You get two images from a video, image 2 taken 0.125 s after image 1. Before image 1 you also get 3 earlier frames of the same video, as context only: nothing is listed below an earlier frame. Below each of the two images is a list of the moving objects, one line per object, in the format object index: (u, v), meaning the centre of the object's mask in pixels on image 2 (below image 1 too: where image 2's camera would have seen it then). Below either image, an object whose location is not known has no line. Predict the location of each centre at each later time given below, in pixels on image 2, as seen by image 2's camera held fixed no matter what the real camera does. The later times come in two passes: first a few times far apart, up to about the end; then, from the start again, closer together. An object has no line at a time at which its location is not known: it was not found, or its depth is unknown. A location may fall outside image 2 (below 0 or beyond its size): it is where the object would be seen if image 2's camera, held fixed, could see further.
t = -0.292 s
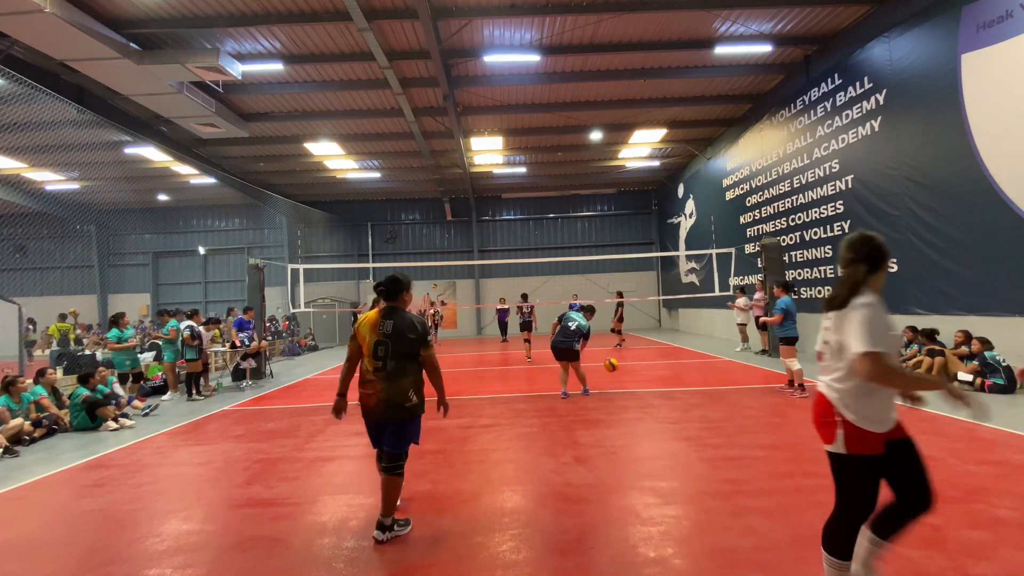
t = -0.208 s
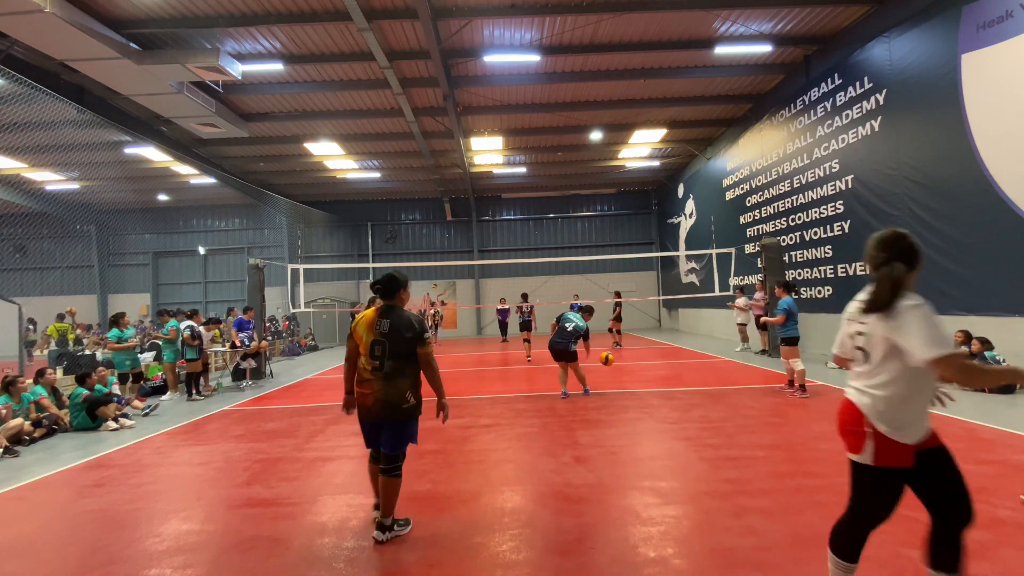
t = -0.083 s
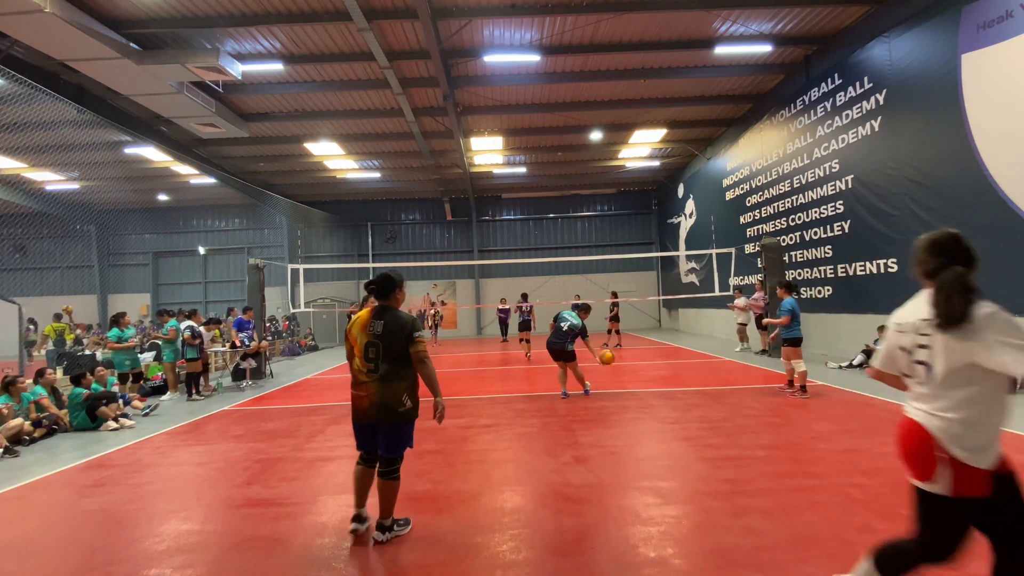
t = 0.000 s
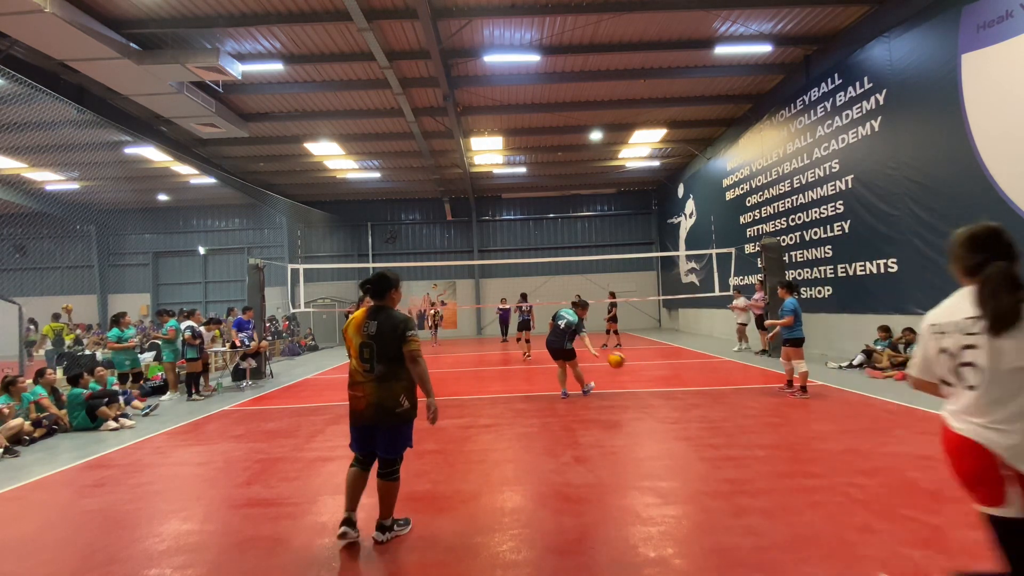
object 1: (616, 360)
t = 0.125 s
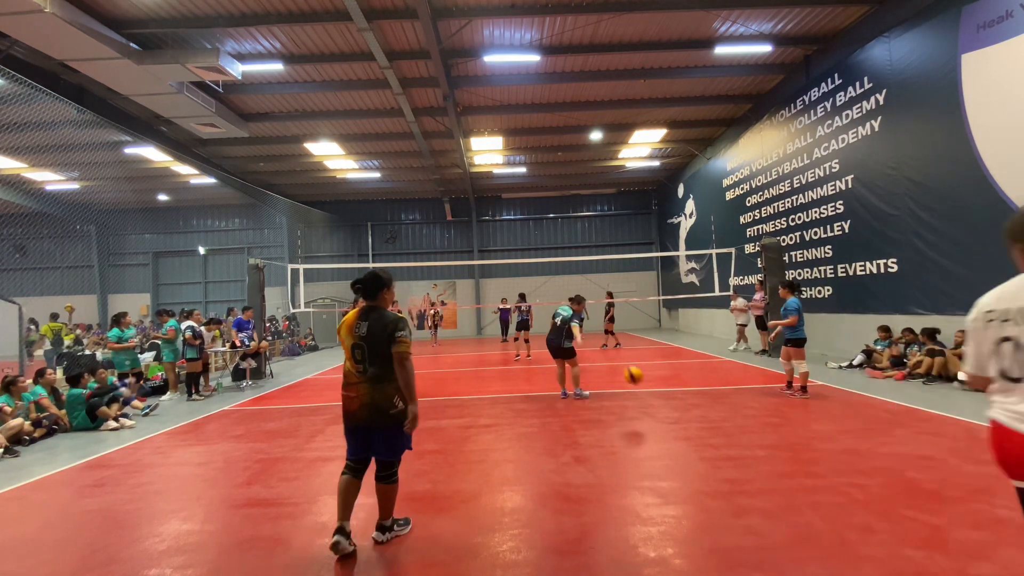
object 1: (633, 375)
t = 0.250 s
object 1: (655, 408)
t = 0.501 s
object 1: (689, 405)
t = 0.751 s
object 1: (736, 446)
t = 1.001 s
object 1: (808, 485)
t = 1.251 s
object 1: (922, 565)
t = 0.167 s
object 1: (639, 383)
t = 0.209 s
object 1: (646, 394)
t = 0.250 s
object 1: (655, 408)
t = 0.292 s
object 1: (663, 423)
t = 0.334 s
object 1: (668, 419)
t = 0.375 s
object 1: (672, 413)
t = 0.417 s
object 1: (678, 408)
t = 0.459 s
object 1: (683, 405)
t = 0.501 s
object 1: (689, 405)
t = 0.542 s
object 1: (695, 406)
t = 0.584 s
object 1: (702, 408)
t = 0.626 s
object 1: (710, 413)
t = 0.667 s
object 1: (718, 421)
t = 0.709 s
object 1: (726, 433)
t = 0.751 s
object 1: (736, 446)
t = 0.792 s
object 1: (746, 463)
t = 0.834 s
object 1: (758, 485)
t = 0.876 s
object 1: (769, 489)
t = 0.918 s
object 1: (781, 485)
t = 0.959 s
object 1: (793, 484)
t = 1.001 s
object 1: (808, 485)
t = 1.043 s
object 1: (822, 490)
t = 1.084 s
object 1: (839, 498)
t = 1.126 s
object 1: (859, 511)
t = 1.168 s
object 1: (879, 529)
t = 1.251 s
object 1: (922, 565)
